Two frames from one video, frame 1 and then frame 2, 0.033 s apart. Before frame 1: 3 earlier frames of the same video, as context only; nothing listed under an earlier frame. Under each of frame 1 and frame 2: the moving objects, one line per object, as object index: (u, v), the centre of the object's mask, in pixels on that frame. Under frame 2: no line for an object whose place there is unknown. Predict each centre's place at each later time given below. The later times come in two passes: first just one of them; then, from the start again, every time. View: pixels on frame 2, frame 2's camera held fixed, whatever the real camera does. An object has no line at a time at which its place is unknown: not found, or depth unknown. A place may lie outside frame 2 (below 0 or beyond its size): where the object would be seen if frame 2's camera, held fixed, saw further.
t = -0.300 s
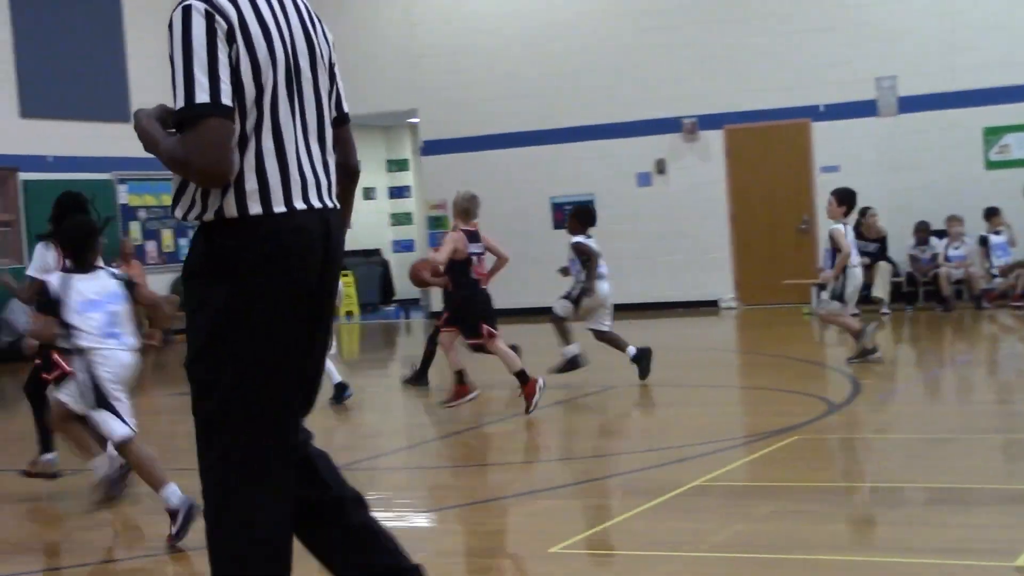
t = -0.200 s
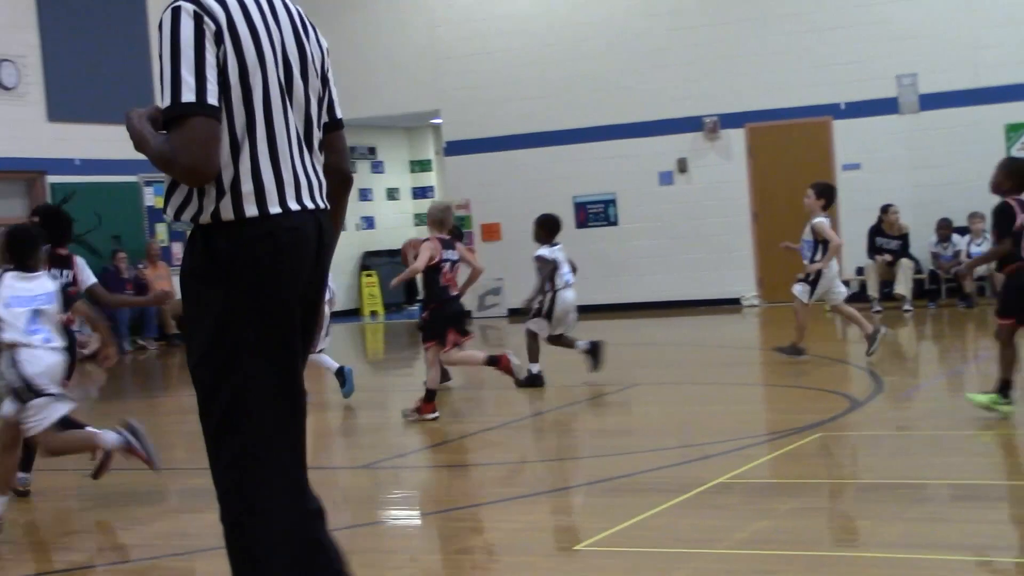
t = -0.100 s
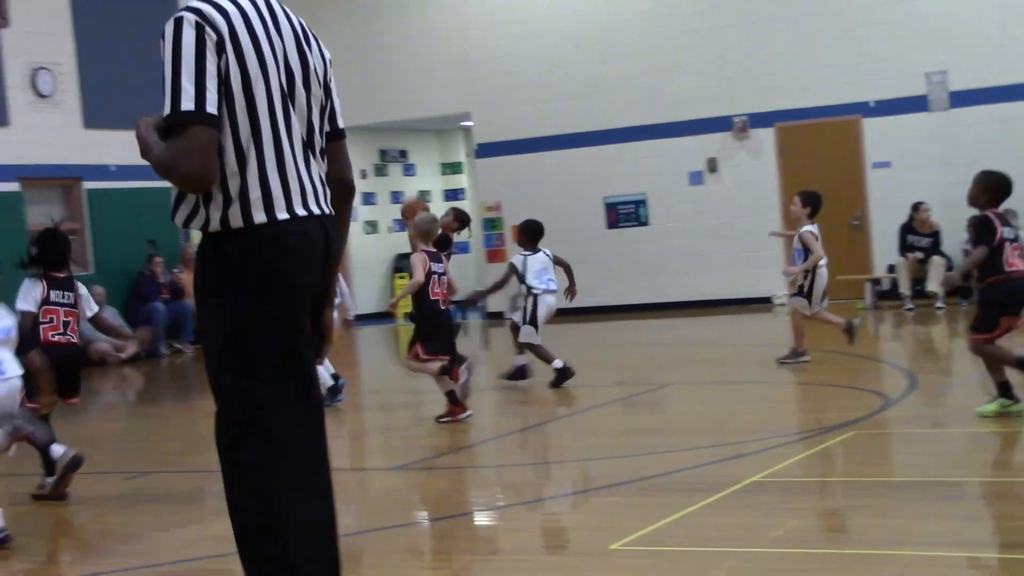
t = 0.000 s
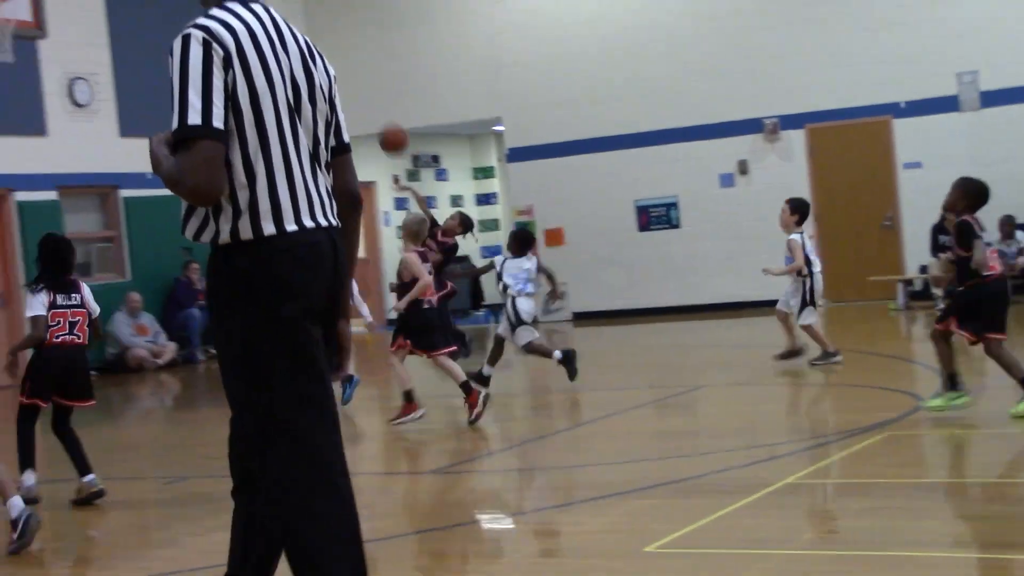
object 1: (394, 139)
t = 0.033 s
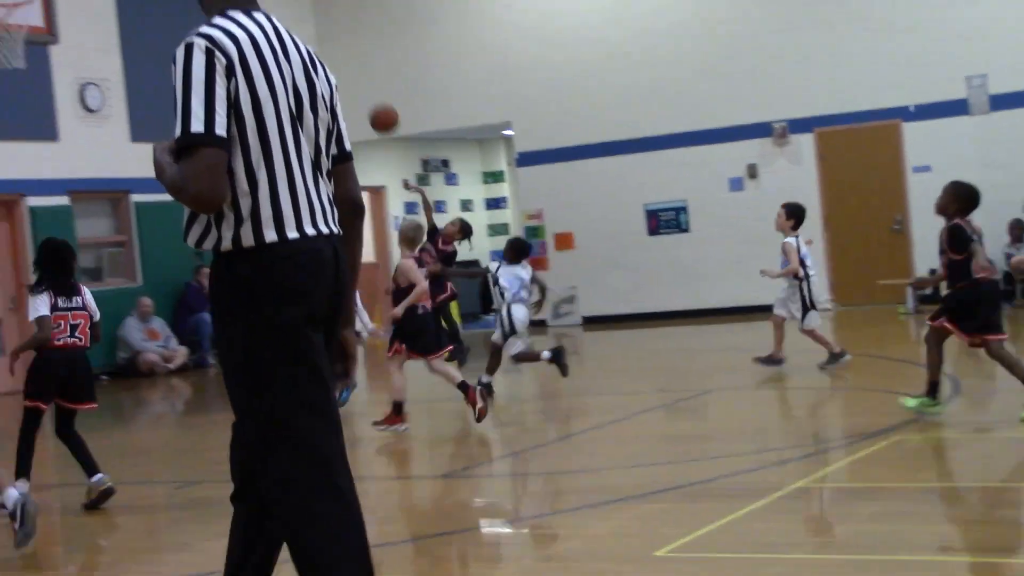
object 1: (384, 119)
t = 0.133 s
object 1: (327, 48)
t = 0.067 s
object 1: (365, 94)
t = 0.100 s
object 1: (346, 69)
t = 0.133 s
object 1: (327, 48)
